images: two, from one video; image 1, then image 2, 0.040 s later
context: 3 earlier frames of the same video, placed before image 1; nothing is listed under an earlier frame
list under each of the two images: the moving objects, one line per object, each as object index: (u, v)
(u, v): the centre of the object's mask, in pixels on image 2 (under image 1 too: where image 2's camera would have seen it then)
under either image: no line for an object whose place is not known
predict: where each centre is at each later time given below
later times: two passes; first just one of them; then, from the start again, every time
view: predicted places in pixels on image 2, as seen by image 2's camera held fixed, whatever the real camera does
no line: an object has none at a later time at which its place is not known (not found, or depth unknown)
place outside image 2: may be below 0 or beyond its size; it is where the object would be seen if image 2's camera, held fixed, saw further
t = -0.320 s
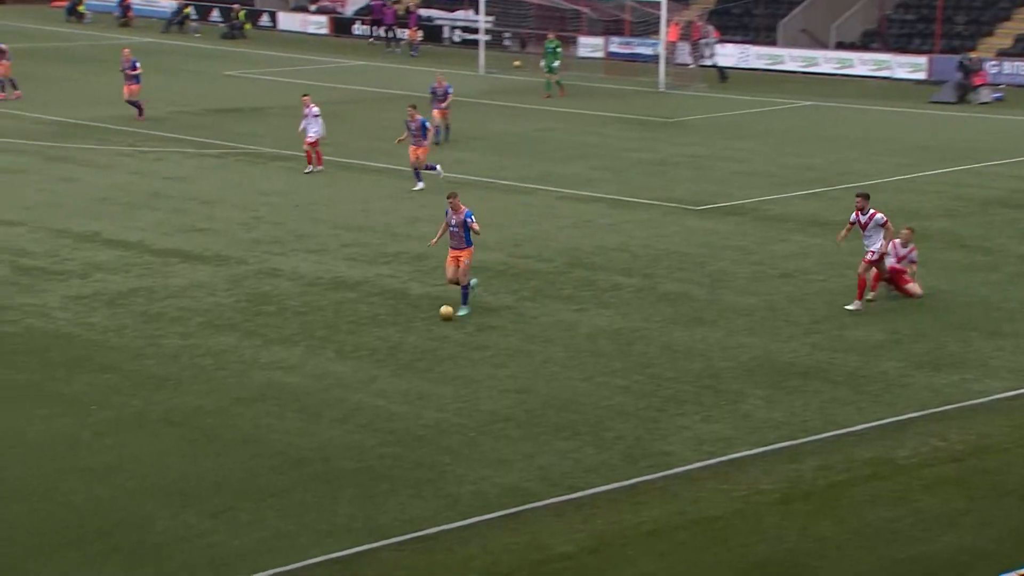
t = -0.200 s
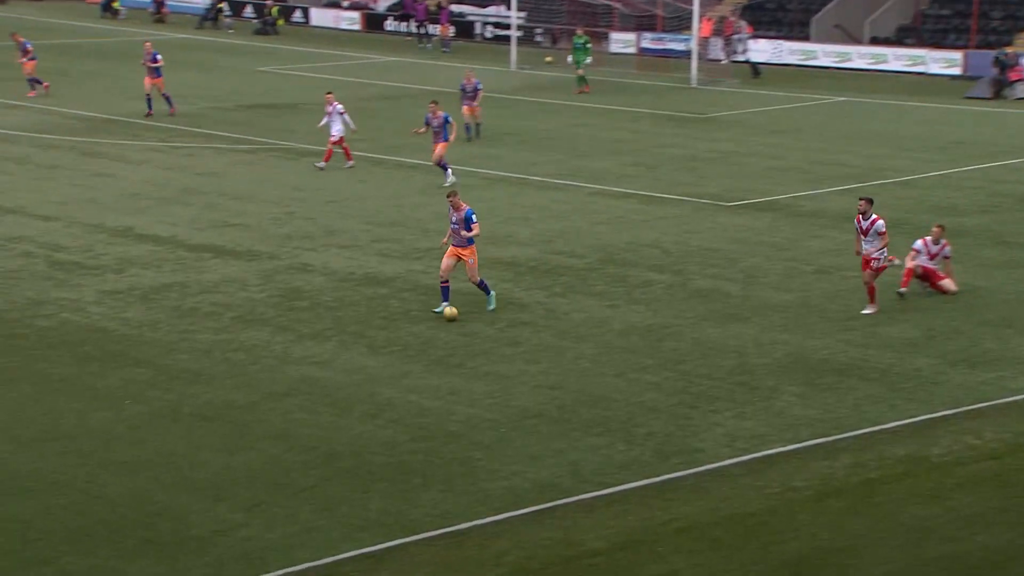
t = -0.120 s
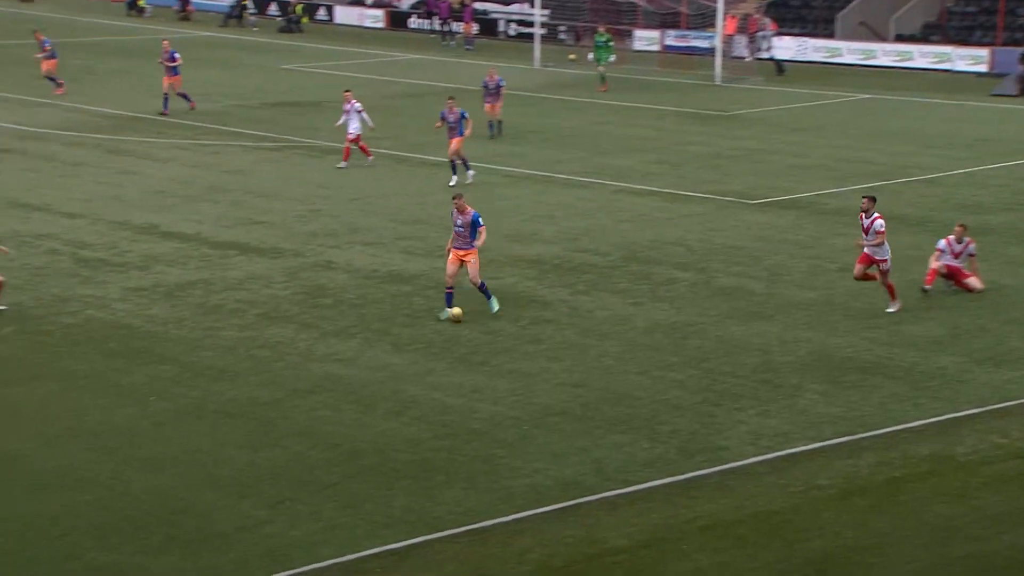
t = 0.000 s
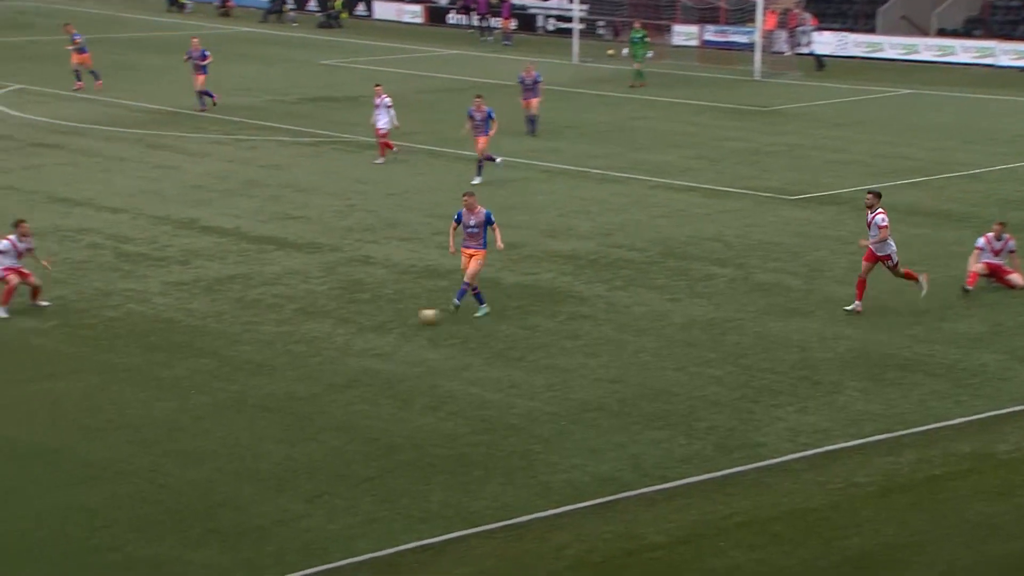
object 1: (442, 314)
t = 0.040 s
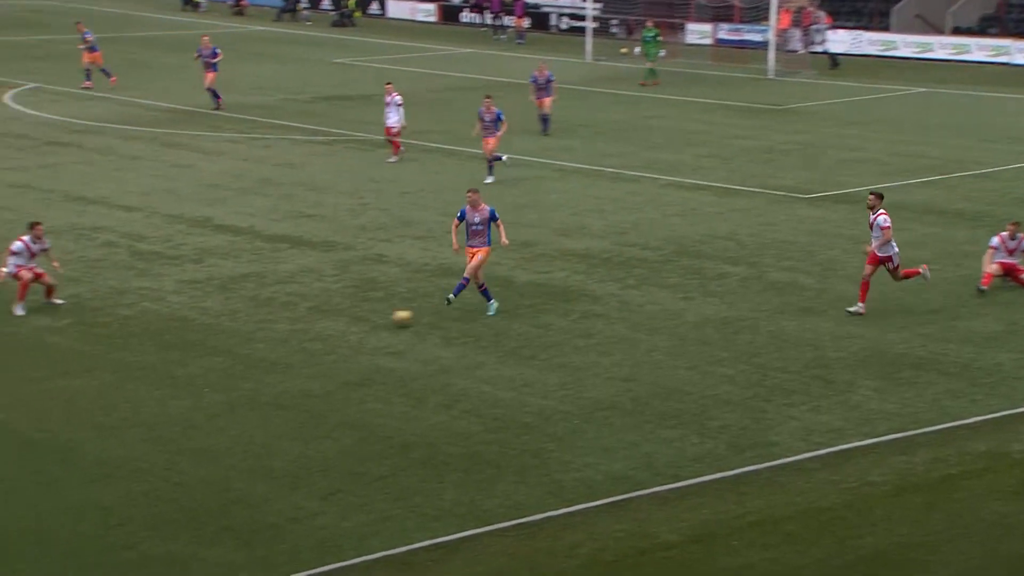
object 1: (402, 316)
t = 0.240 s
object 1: (208, 333)
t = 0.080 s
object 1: (363, 320)
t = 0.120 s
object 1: (322, 327)
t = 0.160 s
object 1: (284, 328)
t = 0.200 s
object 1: (247, 329)
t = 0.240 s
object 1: (208, 333)
